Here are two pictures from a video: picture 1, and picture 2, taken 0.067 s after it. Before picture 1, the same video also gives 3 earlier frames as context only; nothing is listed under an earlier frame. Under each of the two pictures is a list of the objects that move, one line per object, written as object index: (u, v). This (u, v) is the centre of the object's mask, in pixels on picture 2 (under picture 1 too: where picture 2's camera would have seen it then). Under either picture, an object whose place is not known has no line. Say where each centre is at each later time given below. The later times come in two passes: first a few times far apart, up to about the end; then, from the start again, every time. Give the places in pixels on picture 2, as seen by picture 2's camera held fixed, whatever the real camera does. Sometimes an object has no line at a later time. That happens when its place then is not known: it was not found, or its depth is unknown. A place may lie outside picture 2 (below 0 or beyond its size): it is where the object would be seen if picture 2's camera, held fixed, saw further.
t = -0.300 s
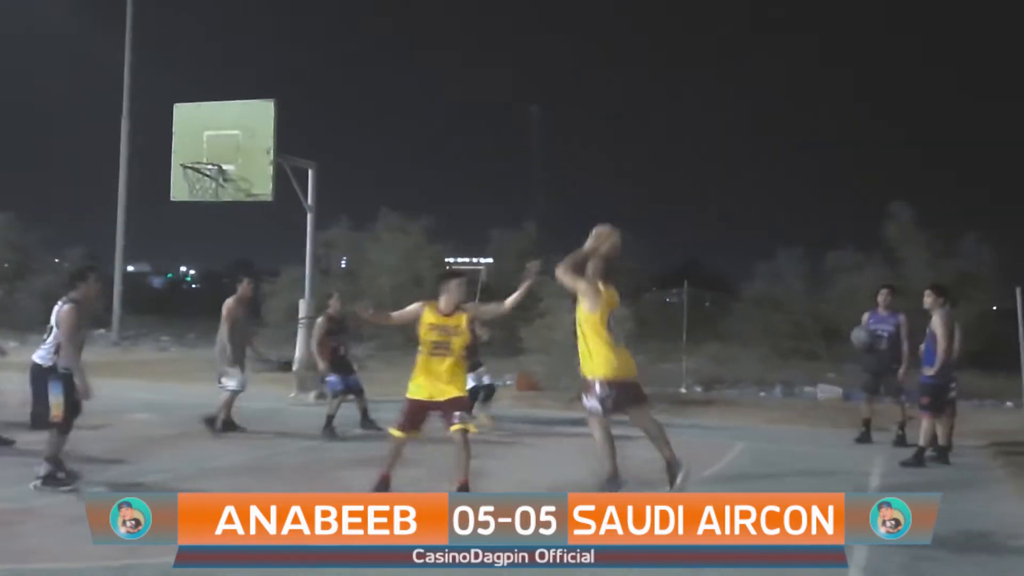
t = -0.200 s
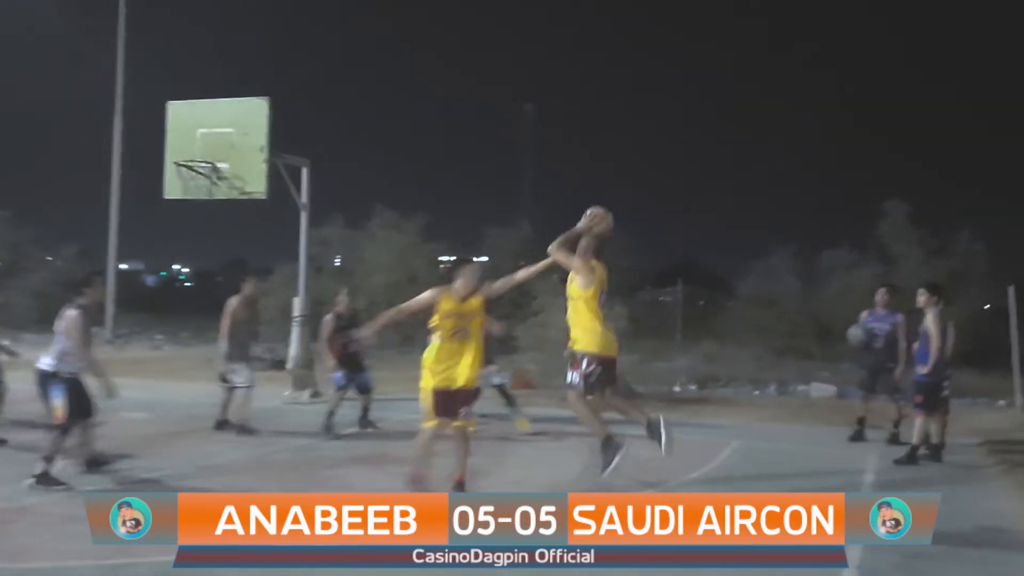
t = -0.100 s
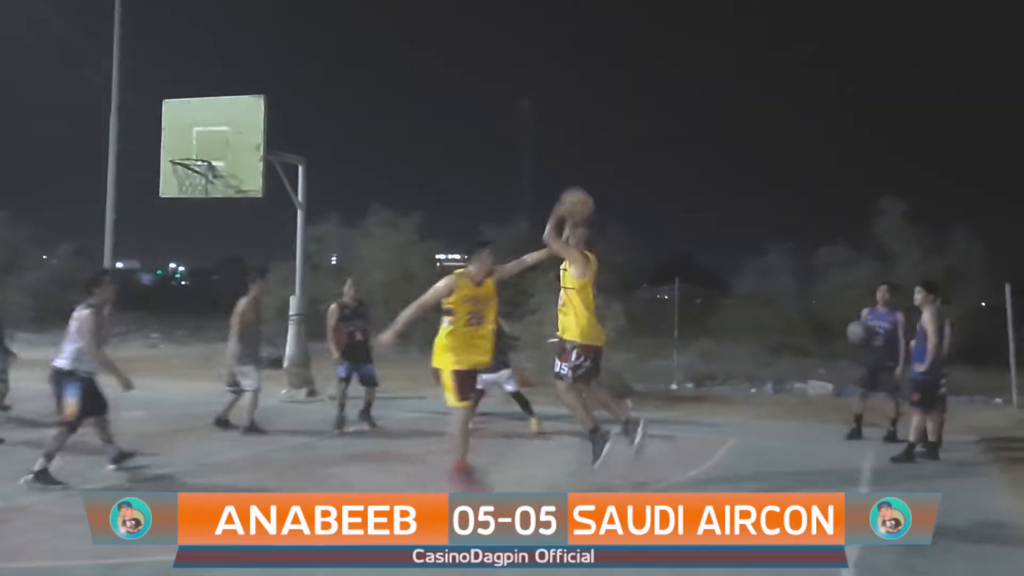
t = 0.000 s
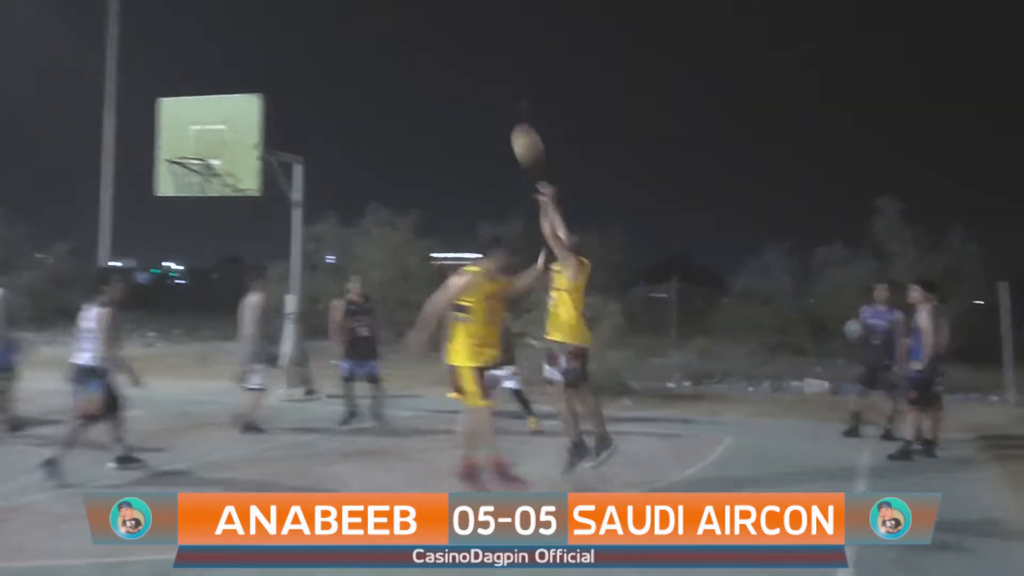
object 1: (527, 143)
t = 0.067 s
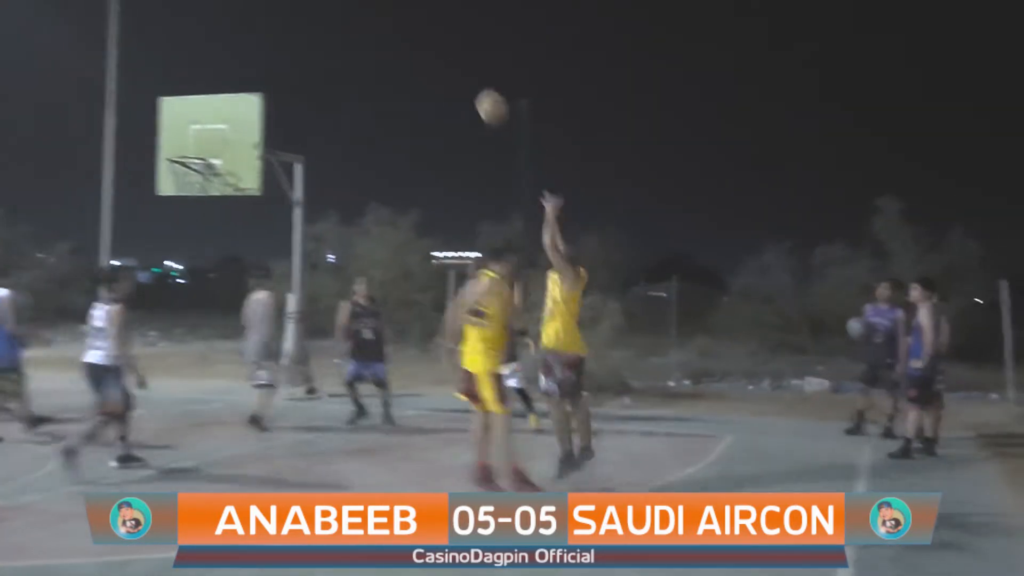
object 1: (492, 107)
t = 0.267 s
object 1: (398, 41)
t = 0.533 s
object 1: (295, 30)
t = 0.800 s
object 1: (213, 81)
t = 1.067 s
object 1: (143, 163)
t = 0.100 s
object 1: (475, 92)
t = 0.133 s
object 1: (458, 78)
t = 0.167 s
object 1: (442, 67)
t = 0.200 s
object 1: (427, 57)
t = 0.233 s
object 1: (412, 48)
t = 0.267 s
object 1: (398, 41)
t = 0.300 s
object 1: (384, 36)
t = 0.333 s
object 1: (370, 31)
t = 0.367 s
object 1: (356, 28)
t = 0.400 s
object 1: (343, 26)
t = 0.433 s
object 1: (331, 25)
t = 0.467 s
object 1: (319, 25)
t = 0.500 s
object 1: (307, 27)
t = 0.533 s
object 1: (295, 30)
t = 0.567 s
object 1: (284, 33)
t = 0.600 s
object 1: (274, 38)
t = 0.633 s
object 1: (263, 43)
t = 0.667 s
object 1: (252, 49)
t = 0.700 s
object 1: (241, 55)
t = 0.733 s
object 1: (232, 63)
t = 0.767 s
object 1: (223, 72)
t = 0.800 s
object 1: (213, 81)
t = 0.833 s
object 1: (205, 90)
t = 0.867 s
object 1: (197, 101)
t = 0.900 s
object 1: (189, 114)
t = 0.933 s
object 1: (181, 126)
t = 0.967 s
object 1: (171, 139)
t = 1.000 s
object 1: (161, 151)
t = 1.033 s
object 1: (152, 156)
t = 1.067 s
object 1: (143, 163)
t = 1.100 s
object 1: (133, 170)
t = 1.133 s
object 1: (123, 178)
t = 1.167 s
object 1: (113, 186)
